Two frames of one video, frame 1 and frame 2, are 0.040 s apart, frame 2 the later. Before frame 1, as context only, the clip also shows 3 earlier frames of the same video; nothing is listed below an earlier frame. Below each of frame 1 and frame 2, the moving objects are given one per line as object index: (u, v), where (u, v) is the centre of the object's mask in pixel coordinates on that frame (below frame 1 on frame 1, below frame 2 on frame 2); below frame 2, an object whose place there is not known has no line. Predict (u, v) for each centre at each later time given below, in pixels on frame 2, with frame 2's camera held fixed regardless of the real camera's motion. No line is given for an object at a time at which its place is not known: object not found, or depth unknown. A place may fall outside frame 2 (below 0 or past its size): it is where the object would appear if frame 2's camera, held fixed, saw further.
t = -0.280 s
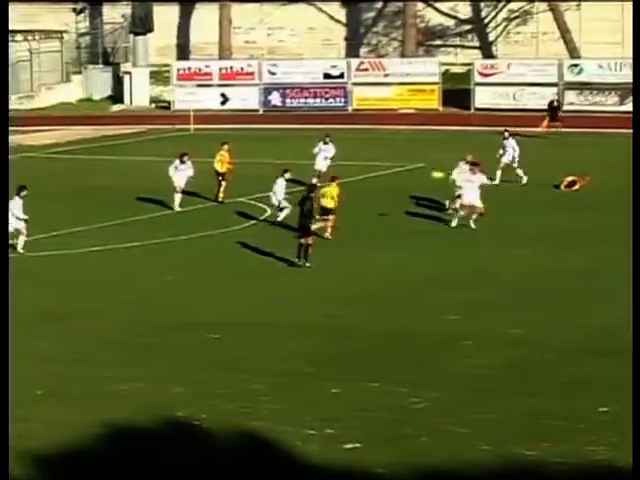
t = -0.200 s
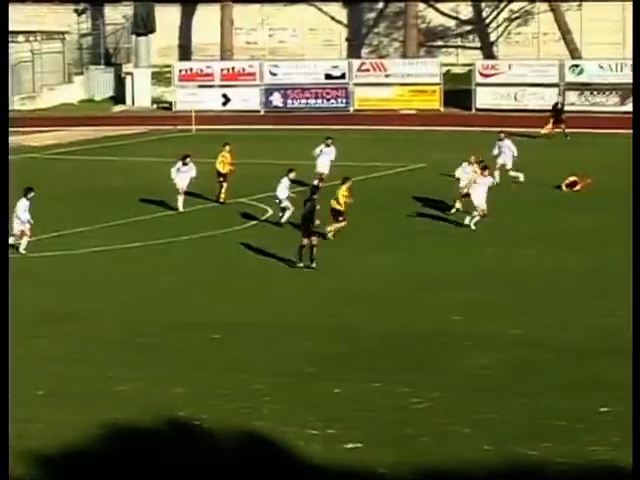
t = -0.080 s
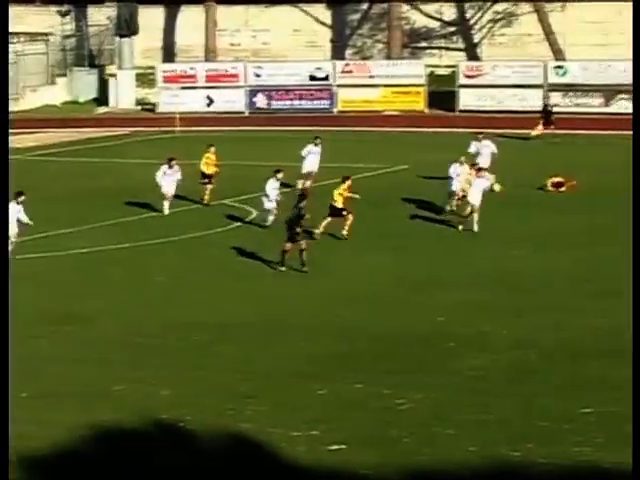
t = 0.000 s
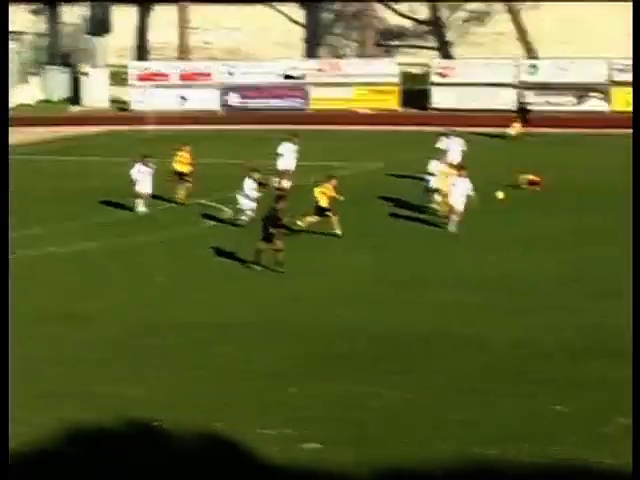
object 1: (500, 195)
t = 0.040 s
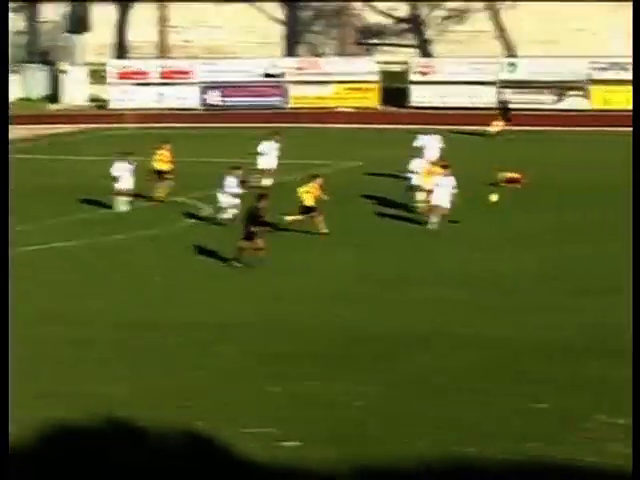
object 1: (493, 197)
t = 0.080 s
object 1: (506, 203)
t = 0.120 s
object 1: (516, 211)
